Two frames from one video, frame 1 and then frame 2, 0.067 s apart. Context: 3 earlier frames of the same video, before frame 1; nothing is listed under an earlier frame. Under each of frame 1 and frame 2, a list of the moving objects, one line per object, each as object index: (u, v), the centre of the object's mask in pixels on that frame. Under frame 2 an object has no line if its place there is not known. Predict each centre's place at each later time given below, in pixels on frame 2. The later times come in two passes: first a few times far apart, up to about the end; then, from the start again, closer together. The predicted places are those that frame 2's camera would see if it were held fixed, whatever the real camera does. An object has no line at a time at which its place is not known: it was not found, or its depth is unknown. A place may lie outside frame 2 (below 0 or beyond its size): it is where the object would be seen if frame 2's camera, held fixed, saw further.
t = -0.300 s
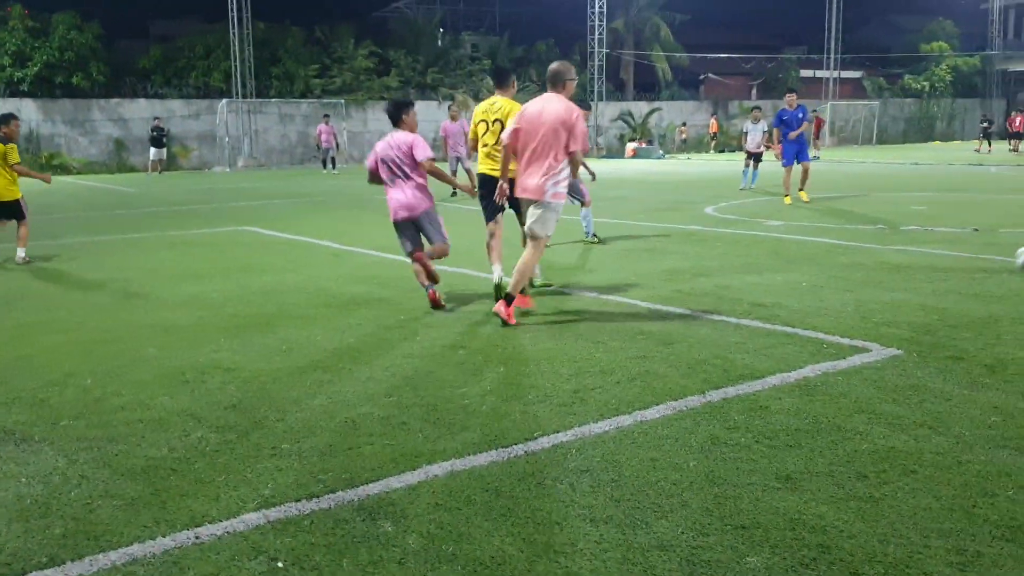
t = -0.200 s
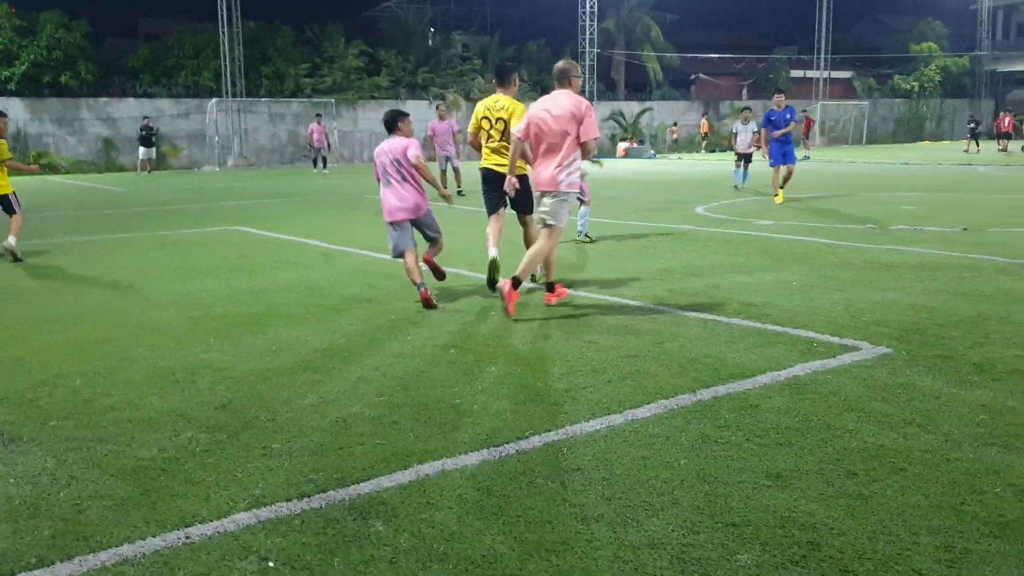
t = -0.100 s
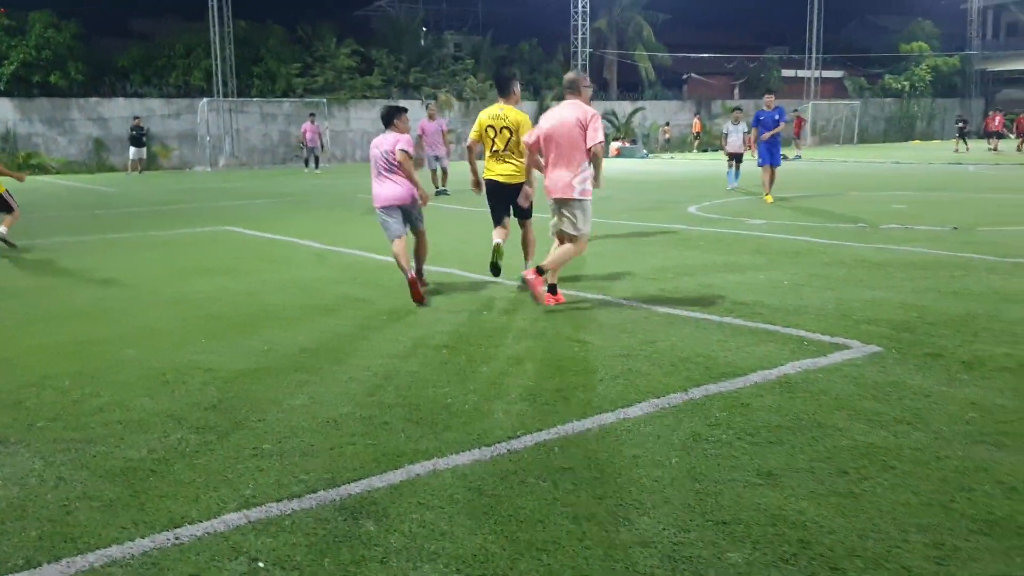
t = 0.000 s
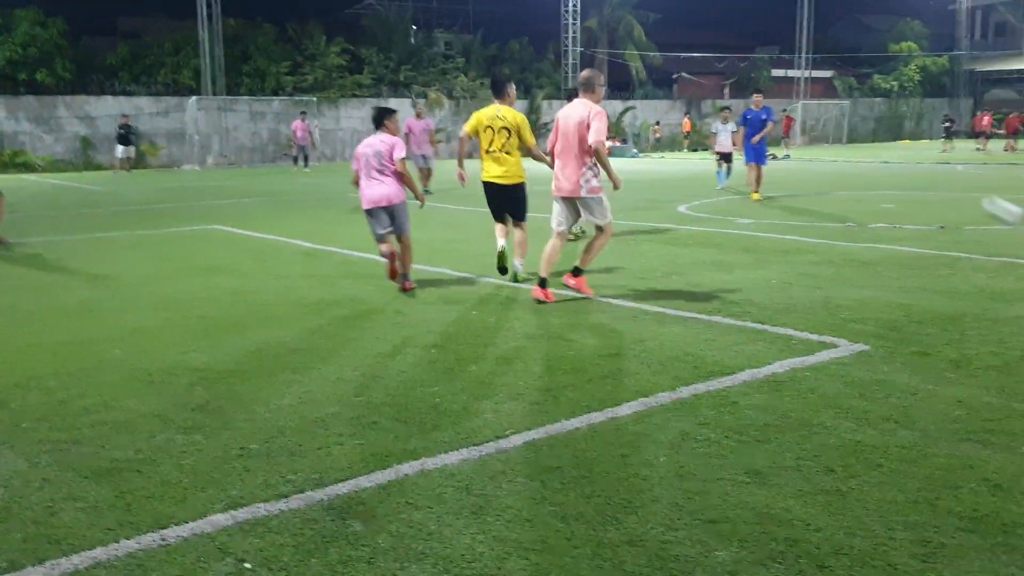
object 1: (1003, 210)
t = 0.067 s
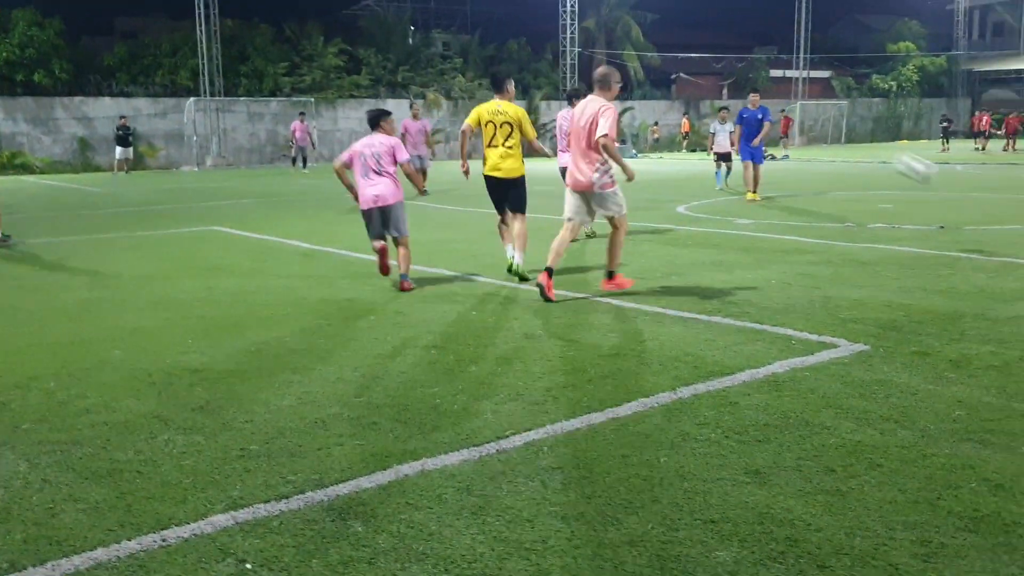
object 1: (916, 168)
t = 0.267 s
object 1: (670, 71)
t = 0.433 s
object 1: (495, 25)
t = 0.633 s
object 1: (312, 6)
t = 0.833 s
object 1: (154, 12)
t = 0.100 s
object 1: (870, 146)
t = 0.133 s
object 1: (828, 128)
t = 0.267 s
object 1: (670, 71)
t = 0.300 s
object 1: (634, 59)
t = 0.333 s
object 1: (597, 49)
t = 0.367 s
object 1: (562, 39)
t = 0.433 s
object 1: (495, 25)
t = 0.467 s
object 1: (462, 19)
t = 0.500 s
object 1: (431, 14)
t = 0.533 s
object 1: (401, 10)
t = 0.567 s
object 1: (370, 8)
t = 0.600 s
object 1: (341, 6)
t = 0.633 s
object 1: (312, 6)
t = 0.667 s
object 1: (284, 5)
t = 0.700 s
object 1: (257, 5)
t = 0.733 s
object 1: (230, 5)
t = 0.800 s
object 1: (179, 9)
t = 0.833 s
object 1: (154, 12)
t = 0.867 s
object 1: (130, 17)
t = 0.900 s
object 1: (106, 20)
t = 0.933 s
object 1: (84, 26)
